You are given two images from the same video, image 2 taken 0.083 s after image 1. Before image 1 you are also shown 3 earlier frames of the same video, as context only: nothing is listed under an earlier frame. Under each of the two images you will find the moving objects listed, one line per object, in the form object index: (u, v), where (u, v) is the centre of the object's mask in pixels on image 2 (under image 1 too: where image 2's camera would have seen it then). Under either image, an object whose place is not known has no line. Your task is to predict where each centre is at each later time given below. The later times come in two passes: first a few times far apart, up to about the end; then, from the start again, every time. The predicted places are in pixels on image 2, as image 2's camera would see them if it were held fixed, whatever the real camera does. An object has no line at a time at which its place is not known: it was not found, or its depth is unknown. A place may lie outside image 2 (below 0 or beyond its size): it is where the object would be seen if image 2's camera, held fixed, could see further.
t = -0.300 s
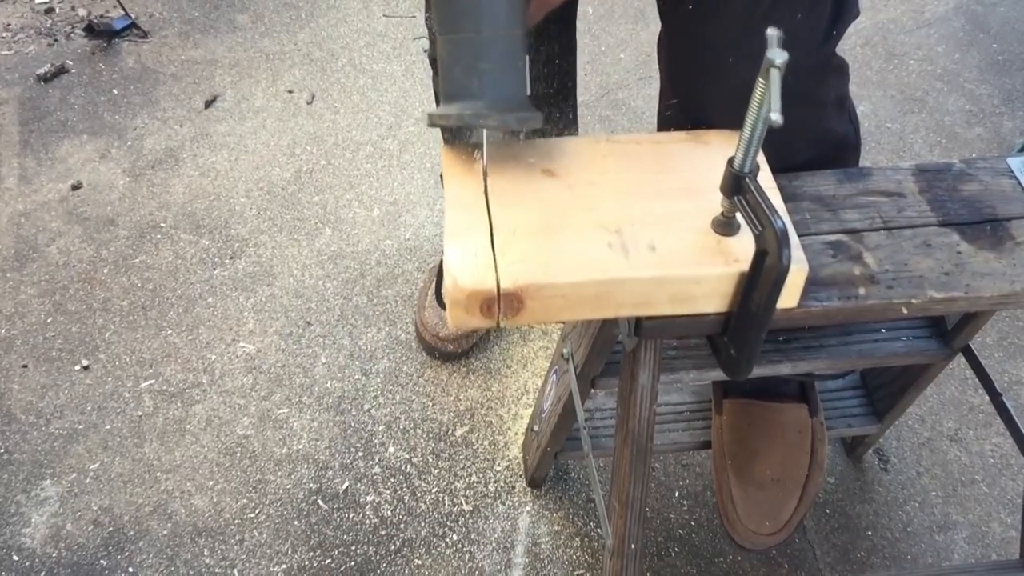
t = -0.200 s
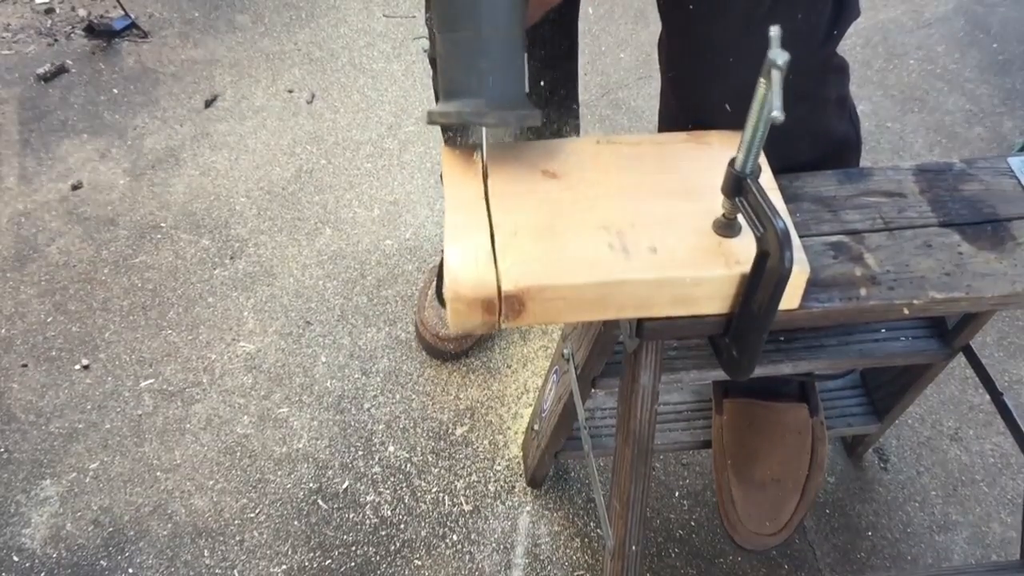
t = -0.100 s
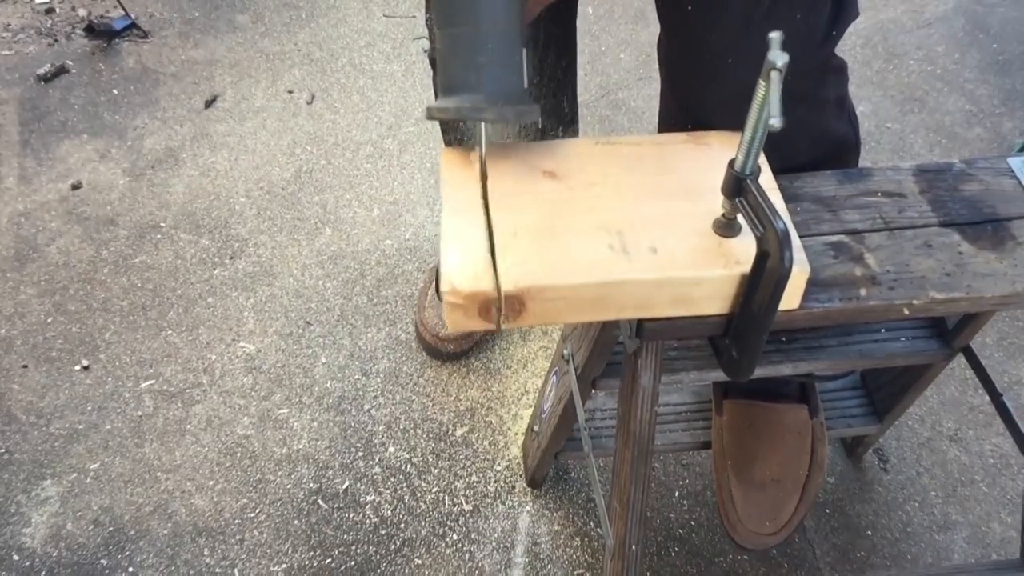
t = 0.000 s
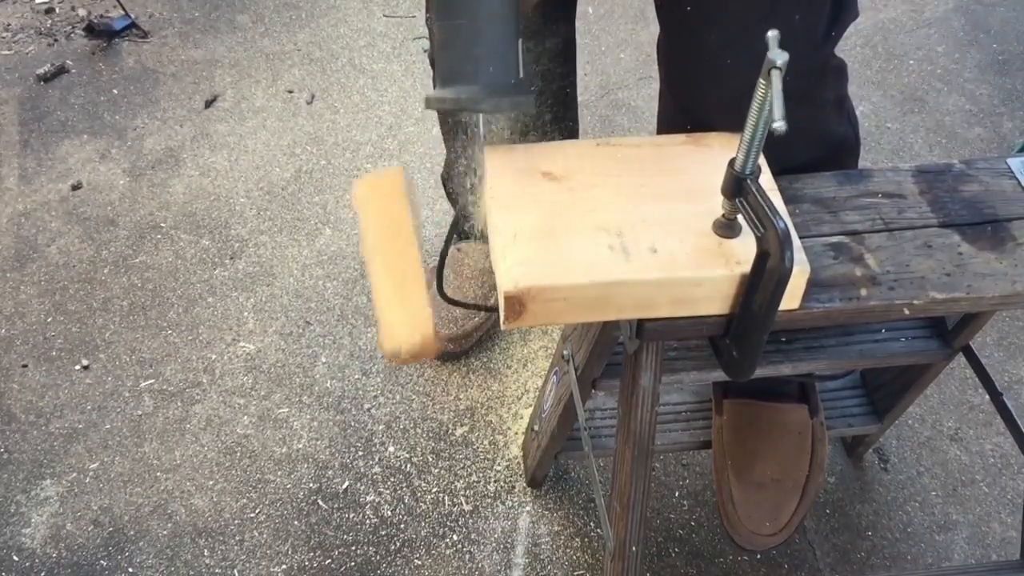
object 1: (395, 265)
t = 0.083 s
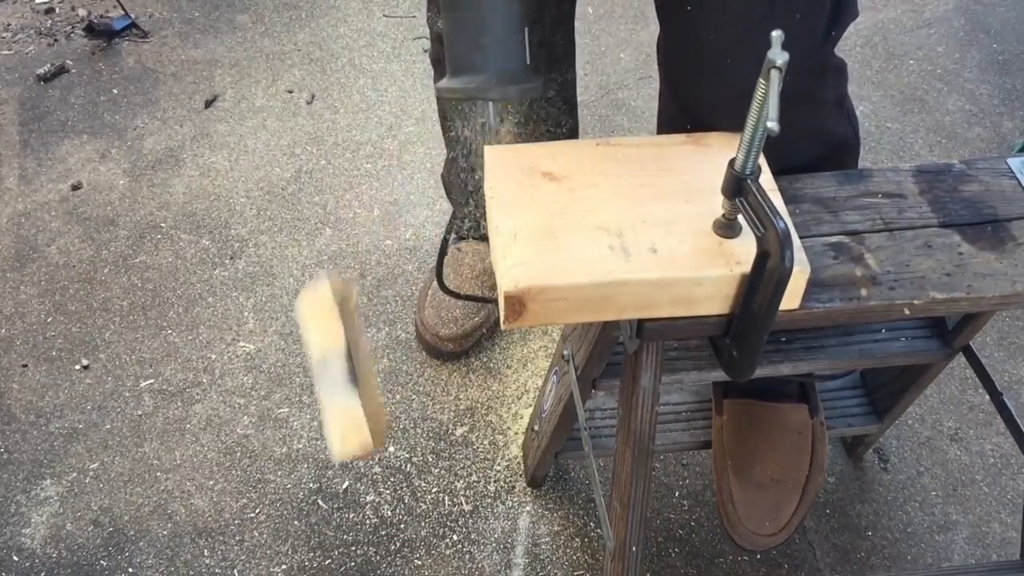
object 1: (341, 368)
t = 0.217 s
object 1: (294, 535)
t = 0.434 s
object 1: (203, 495)
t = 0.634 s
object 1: (183, 511)
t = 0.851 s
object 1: (183, 511)
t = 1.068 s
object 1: (183, 511)
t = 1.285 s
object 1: (184, 511)
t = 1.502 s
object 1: (184, 511)
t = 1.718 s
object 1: (184, 511)
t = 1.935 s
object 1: (184, 511)
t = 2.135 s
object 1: (184, 511)
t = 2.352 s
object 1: (184, 511)
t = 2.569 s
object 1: (184, 511)
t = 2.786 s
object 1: (184, 511)
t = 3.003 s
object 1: (184, 511)
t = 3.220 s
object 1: (184, 511)
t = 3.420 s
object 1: (184, 511)
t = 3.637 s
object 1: (184, 511)
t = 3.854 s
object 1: (184, 511)
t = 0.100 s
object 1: (333, 389)
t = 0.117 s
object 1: (329, 415)
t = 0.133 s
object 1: (322, 440)
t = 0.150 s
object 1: (317, 465)
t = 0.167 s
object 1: (313, 493)
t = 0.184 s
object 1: (308, 509)
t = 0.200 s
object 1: (302, 523)
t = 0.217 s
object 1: (294, 535)
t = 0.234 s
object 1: (282, 538)
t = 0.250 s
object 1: (274, 532)
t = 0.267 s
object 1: (267, 526)
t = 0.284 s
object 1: (258, 520)
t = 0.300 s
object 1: (251, 515)
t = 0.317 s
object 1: (242, 508)
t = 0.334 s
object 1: (236, 504)
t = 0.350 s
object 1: (227, 499)
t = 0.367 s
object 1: (222, 498)
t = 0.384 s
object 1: (216, 497)
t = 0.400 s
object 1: (210, 496)
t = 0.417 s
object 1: (206, 495)
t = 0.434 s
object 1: (203, 495)
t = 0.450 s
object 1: (201, 496)
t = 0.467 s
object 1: (198, 497)
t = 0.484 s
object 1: (197, 498)
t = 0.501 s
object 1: (196, 498)
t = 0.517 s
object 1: (195, 499)
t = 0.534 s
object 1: (194, 500)
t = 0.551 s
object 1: (192, 501)
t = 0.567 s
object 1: (191, 503)
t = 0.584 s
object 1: (189, 504)
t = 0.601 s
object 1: (187, 506)
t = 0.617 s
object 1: (185, 509)
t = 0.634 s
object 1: (183, 511)
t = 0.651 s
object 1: (182, 511)
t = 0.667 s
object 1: (182, 511)
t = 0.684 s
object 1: (183, 511)
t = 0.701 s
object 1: (184, 511)
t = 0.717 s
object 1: (184, 511)
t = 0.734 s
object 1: (183, 511)
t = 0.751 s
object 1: (183, 511)
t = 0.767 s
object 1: (183, 511)
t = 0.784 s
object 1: (183, 511)
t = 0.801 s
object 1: (183, 511)
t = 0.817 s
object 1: (183, 511)
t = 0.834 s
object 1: (183, 511)
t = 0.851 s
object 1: (183, 511)
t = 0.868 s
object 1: (183, 511)
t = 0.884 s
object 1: (183, 511)
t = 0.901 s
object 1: (183, 511)
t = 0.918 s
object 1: (183, 511)
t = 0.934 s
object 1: (183, 511)
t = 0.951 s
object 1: (184, 511)
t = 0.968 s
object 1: (184, 511)
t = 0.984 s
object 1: (183, 511)
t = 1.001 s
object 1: (183, 511)
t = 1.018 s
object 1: (183, 511)
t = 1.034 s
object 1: (183, 511)
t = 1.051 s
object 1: (183, 511)
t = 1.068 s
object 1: (183, 511)
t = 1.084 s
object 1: (183, 511)
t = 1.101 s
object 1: (183, 511)
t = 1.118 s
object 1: (184, 511)
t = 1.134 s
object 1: (184, 511)
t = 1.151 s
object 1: (184, 511)
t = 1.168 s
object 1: (184, 511)
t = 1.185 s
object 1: (184, 511)
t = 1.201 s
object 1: (184, 511)
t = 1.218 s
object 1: (184, 511)
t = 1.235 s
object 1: (184, 511)
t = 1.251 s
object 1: (184, 511)
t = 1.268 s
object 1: (184, 511)
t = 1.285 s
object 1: (184, 511)
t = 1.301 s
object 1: (184, 511)
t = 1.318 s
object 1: (184, 511)
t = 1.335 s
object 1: (184, 511)
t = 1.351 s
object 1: (184, 511)
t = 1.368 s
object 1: (184, 511)
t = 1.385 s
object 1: (184, 511)
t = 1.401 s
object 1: (184, 511)
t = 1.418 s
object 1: (184, 511)
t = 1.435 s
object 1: (184, 511)
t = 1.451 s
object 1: (184, 511)
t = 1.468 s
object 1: (184, 511)
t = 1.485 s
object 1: (184, 511)
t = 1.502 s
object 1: (184, 511)
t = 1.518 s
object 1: (184, 511)
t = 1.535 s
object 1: (184, 511)
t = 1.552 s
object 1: (184, 511)
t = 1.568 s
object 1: (184, 511)
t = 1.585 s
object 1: (184, 511)
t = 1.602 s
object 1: (184, 511)
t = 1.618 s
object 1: (184, 511)
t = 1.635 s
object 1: (184, 511)
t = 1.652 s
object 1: (184, 511)
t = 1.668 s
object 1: (184, 511)
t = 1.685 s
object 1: (184, 511)
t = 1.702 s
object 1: (184, 511)
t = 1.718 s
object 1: (184, 511)
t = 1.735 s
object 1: (184, 511)
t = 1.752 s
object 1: (184, 511)
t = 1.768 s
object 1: (184, 511)
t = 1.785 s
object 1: (184, 511)
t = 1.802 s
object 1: (183, 511)
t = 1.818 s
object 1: (184, 511)
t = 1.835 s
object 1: (184, 511)
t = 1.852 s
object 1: (184, 511)
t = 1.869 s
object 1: (184, 511)
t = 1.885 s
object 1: (184, 511)
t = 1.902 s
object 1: (184, 511)
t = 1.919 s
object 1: (184, 511)
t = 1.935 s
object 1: (184, 511)
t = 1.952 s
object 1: (184, 511)
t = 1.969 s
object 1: (184, 511)
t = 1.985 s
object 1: (184, 511)
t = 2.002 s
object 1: (184, 511)
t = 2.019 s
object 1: (184, 511)
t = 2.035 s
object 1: (184, 511)
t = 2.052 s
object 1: (184, 511)
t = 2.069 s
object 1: (184, 511)
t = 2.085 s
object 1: (184, 511)
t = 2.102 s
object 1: (184, 511)
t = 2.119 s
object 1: (184, 511)
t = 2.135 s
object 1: (184, 511)
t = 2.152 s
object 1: (184, 511)
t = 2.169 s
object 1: (184, 511)
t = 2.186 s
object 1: (184, 511)
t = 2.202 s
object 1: (184, 511)
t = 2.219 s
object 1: (184, 511)
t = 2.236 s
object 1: (184, 511)
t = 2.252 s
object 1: (184, 511)
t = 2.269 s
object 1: (184, 511)
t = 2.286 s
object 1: (184, 511)
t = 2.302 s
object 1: (184, 511)
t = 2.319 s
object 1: (184, 511)
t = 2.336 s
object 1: (184, 511)
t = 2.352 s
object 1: (184, 511)
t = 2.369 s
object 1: (184, 511)
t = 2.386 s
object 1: (184, 511)
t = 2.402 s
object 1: (184, 511)
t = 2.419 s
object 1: (184, 511)
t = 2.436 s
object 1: (184, 511)
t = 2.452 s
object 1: (184, 511)
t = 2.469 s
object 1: (184, 511)
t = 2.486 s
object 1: (184, 511)
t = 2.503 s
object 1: (184, 511)
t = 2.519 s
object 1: (184, 511)
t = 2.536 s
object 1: (184, 511)
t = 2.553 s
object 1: (184, 511)
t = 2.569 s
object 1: (184, 511)
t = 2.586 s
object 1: (184, 511)
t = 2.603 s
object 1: (184, 511)
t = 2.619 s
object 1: (184, 511)
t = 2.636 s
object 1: (184, 511)
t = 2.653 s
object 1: (184, 511)
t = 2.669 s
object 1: (184, 511)
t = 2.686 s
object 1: (184, 511)
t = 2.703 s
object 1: (184, 511)
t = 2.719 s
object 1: (184, 511)
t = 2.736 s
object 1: (184, 511)
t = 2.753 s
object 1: (184, 511)
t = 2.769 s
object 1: (184, 511)
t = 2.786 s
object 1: (184, 511)
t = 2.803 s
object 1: (184, 511)
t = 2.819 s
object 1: (184, 511)
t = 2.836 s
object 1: (184, 511)
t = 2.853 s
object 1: (184, 511)
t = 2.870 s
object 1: (184, 511)
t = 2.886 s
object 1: (184, 511)
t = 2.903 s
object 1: (184, 511)
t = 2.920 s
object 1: (184, 511)
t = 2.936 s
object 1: (184, 511)
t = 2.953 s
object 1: (184, 511)
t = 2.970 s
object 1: (184, 511)
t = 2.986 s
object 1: (184, 511)
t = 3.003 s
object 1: (184, 511)
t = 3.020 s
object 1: (184, 511)
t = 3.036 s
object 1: (184, 511)
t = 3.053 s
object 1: (184, 511)
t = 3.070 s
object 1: (184, 511)
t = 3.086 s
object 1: (184, 511)
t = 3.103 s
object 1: (184, 511)
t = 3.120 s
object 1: (184, 511)
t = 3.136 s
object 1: (184, 511)
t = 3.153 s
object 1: (184, 511)
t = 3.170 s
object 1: (184, 511)
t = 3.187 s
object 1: (184, 511)
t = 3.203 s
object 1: (184, 511)
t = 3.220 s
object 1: (184, 511)
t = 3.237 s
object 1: (184, 511)
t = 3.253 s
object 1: (184, 511)
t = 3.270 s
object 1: (184, 511)
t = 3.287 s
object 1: (184, 511)
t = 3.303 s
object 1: (184, 511)
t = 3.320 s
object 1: (184, 511)
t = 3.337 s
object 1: (184, 511)
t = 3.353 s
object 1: (184, 511)
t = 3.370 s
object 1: (184, 511)
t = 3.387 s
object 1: (184, 511)
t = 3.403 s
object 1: (184, 511)
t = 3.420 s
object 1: (184, 511)
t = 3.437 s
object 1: (184, 511)
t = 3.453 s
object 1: (184, 511)
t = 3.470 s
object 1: (184, 511)
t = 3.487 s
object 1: (184, 511)
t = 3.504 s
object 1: (184, 511)
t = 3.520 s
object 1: (184, 511)
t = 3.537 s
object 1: (184, 511)
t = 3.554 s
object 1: (184, 511)
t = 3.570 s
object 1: (184, 511)
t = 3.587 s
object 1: (184, 511)
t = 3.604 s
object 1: (184, 511)
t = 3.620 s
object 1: (184, 511)
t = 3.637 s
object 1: (184, 511)
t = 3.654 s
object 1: (184, 511)
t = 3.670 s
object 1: (184, 511)
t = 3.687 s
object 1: (184, 511)
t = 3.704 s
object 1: (184, 511)
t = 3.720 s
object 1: (184, 511)
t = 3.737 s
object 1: (184, 511)
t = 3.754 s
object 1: (184, 511)
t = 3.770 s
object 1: (184, 511)
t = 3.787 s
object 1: (184, 511)
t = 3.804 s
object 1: (184, 511)
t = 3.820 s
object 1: (184, 511)
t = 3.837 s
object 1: (184, 511)
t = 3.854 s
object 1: (184, 511)
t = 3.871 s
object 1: (184, 511)
